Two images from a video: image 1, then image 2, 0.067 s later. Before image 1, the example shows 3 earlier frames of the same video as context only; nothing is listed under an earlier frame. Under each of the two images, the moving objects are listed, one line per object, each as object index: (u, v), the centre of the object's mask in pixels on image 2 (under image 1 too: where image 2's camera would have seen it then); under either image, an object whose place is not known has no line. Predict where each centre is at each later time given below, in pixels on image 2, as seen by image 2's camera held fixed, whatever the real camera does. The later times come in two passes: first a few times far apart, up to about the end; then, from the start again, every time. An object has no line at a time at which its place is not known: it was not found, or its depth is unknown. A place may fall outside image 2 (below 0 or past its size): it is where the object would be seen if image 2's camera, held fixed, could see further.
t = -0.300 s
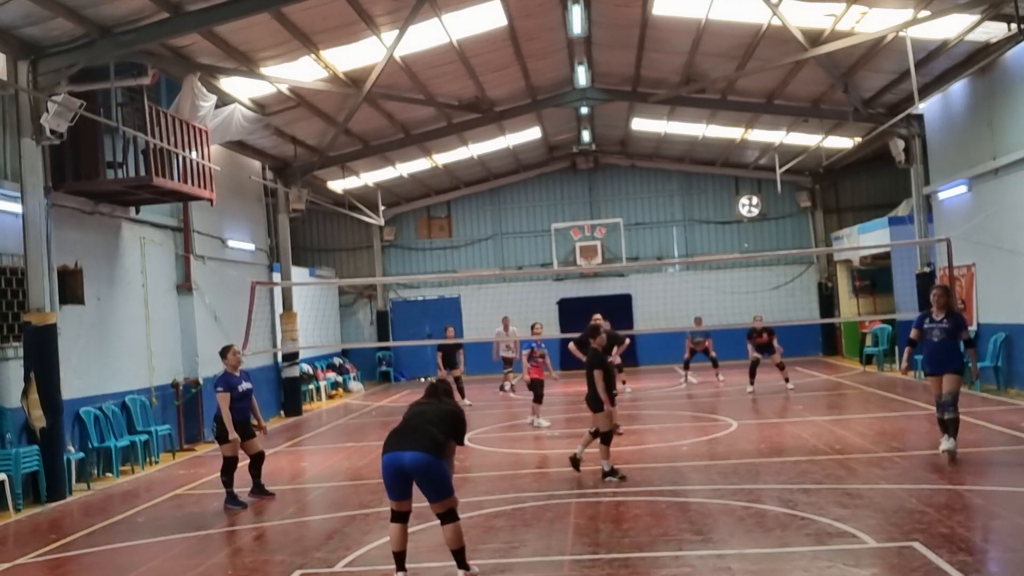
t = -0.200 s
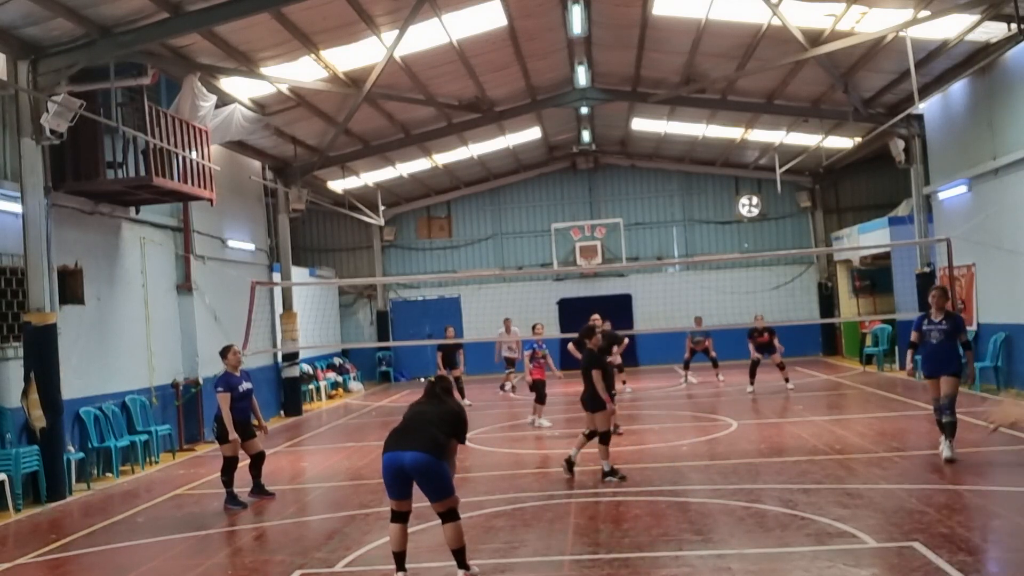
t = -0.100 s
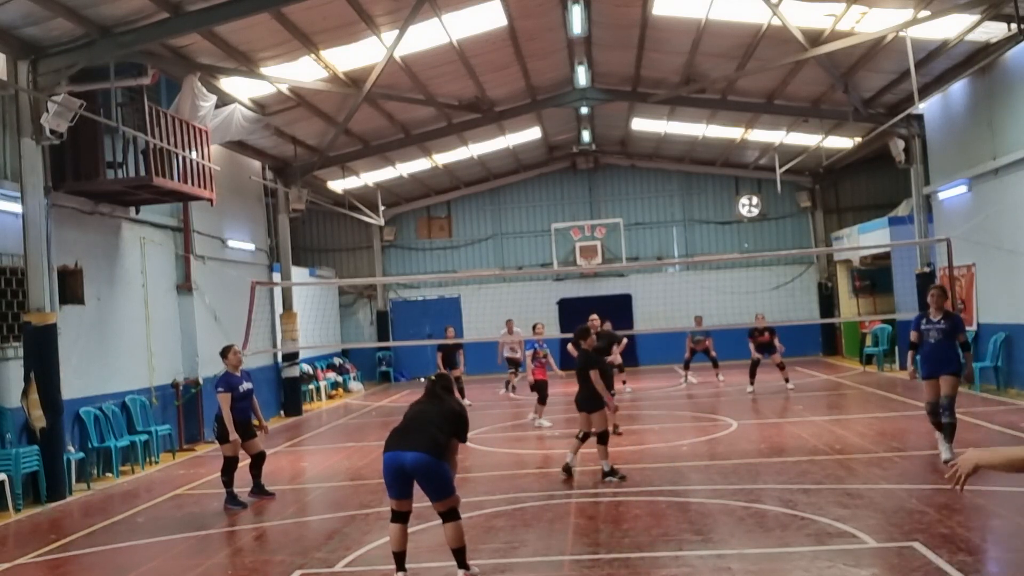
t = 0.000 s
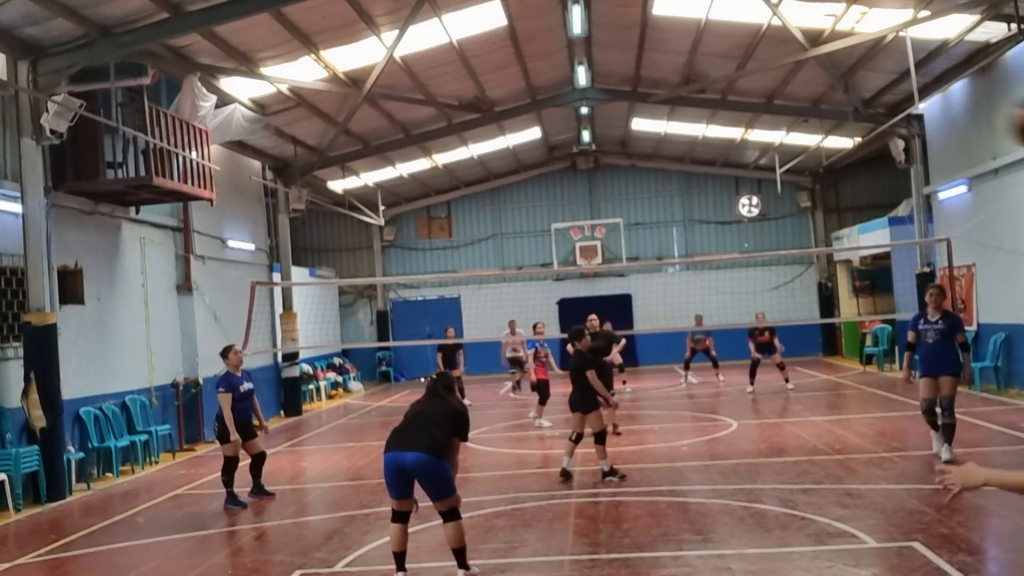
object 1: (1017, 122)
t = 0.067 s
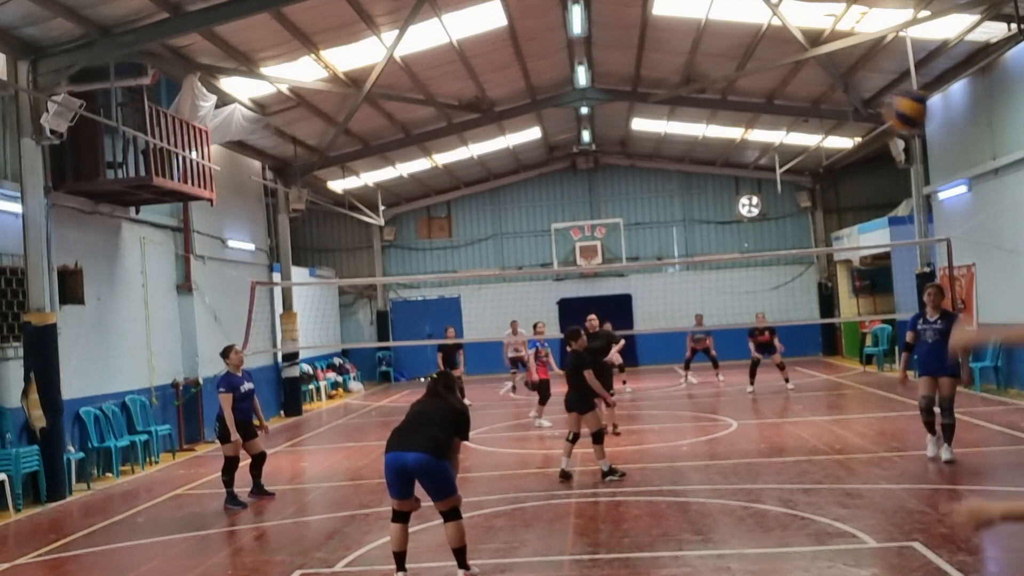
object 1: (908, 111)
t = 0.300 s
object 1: (723, 121)
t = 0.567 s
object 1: (646, 165)
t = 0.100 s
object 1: (864, 109)
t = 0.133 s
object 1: (829, 108)
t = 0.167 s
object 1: (800, 109)
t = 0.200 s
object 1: (776, 112)
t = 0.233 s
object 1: (756, 114)
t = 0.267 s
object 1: (740, 117)
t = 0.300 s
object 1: (723, 121)
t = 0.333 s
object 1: (709, 125)
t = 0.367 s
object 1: (697, 130)
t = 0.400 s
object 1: (685, 136)
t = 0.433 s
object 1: (674, 142)
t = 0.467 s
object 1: (666, 146)
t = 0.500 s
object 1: (659, 152)
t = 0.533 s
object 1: (652, 159)
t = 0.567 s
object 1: (646, 165)
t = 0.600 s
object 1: (640, 173)
